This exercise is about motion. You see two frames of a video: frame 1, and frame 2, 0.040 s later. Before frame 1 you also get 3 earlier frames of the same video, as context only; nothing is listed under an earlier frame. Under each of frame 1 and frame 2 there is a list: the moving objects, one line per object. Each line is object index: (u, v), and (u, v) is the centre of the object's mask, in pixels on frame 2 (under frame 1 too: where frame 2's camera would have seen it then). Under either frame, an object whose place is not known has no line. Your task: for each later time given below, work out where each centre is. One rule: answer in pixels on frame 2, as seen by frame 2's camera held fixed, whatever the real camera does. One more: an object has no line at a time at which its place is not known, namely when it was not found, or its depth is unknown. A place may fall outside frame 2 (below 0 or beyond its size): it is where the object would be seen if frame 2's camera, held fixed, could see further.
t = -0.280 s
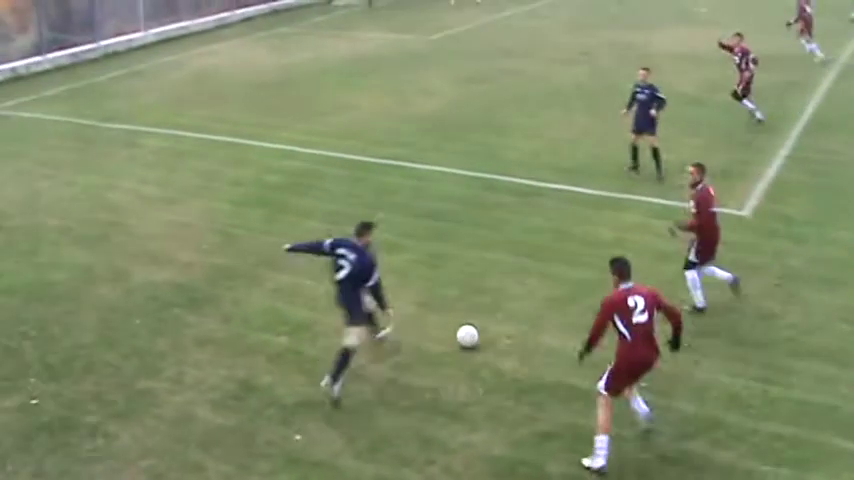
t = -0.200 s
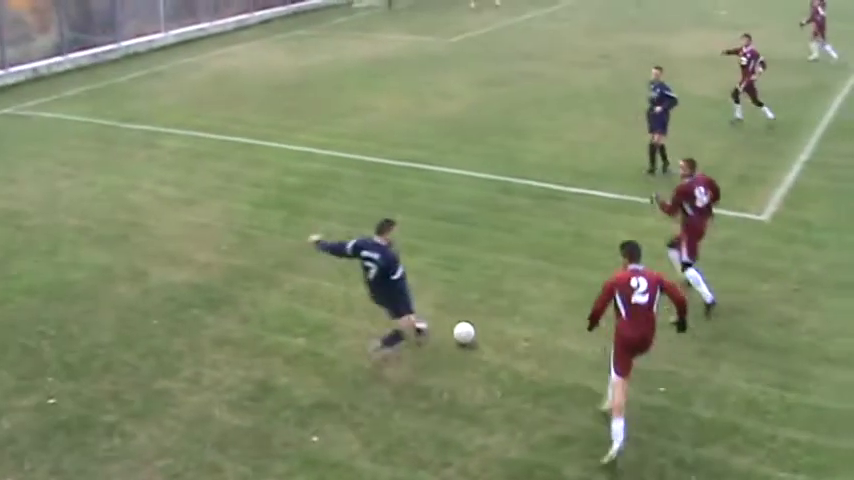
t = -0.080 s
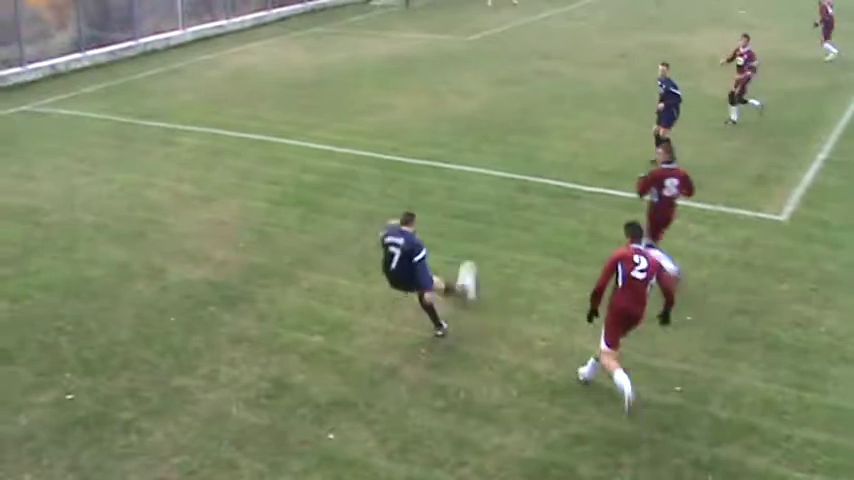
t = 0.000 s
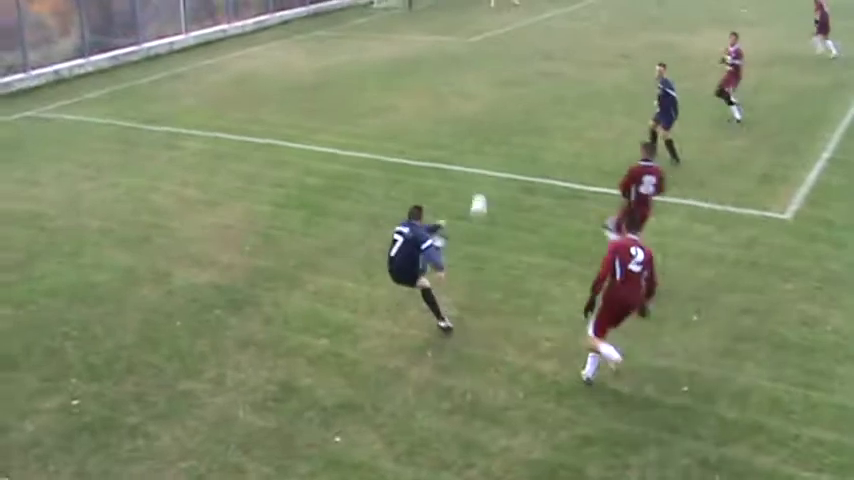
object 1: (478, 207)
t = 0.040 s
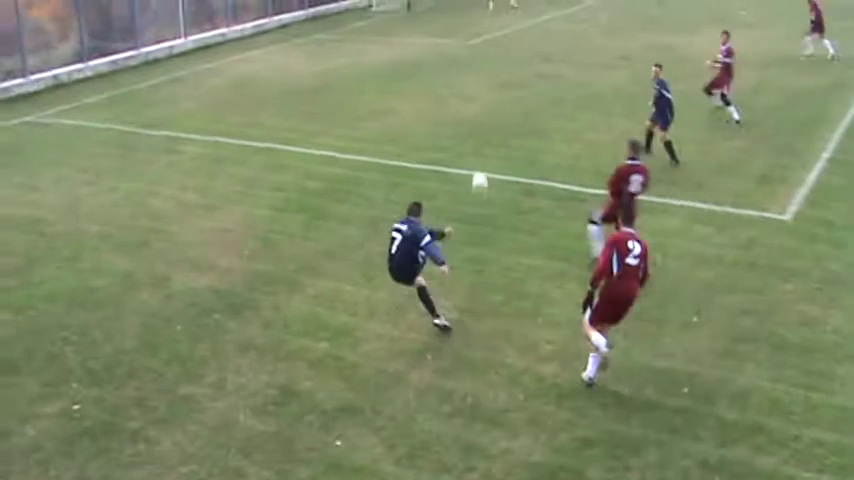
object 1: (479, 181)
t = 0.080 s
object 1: (480, 161)
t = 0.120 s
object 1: (478, 144)
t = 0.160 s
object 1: (477, 131)
